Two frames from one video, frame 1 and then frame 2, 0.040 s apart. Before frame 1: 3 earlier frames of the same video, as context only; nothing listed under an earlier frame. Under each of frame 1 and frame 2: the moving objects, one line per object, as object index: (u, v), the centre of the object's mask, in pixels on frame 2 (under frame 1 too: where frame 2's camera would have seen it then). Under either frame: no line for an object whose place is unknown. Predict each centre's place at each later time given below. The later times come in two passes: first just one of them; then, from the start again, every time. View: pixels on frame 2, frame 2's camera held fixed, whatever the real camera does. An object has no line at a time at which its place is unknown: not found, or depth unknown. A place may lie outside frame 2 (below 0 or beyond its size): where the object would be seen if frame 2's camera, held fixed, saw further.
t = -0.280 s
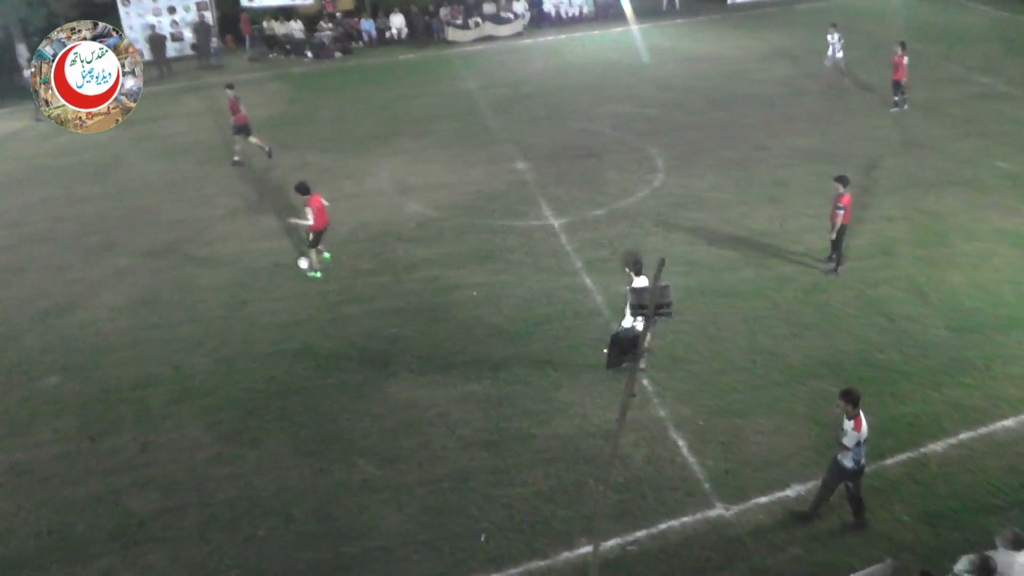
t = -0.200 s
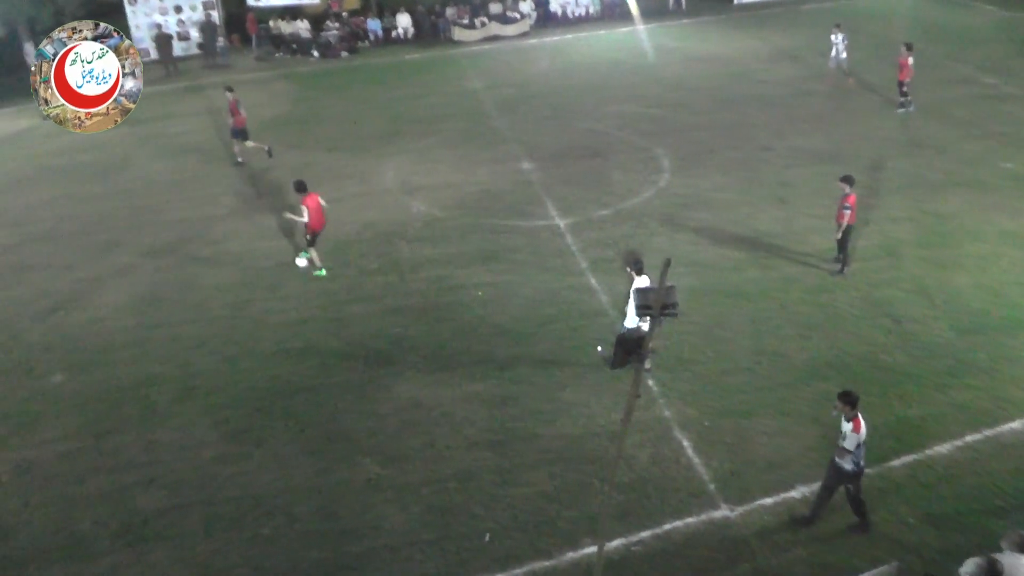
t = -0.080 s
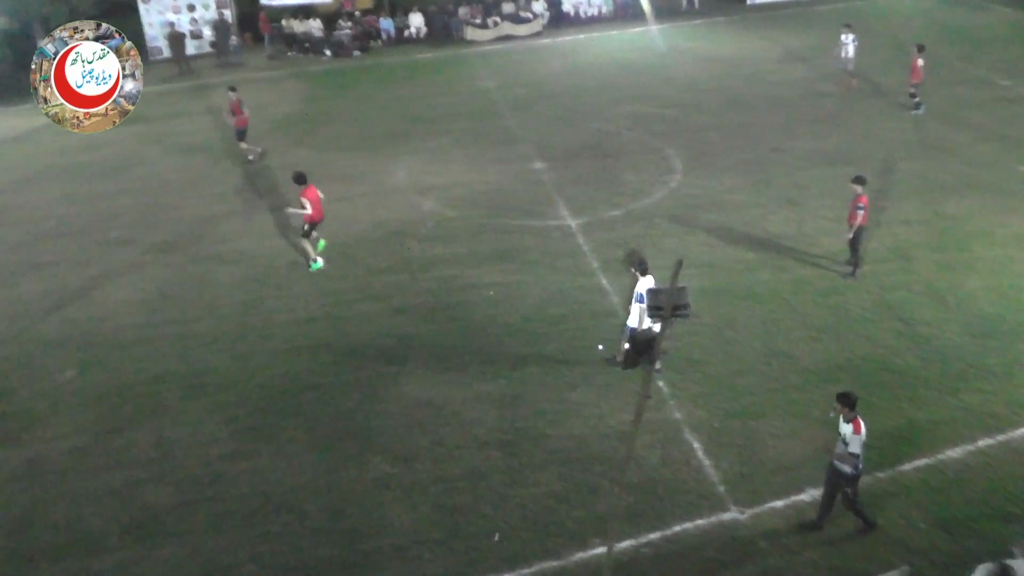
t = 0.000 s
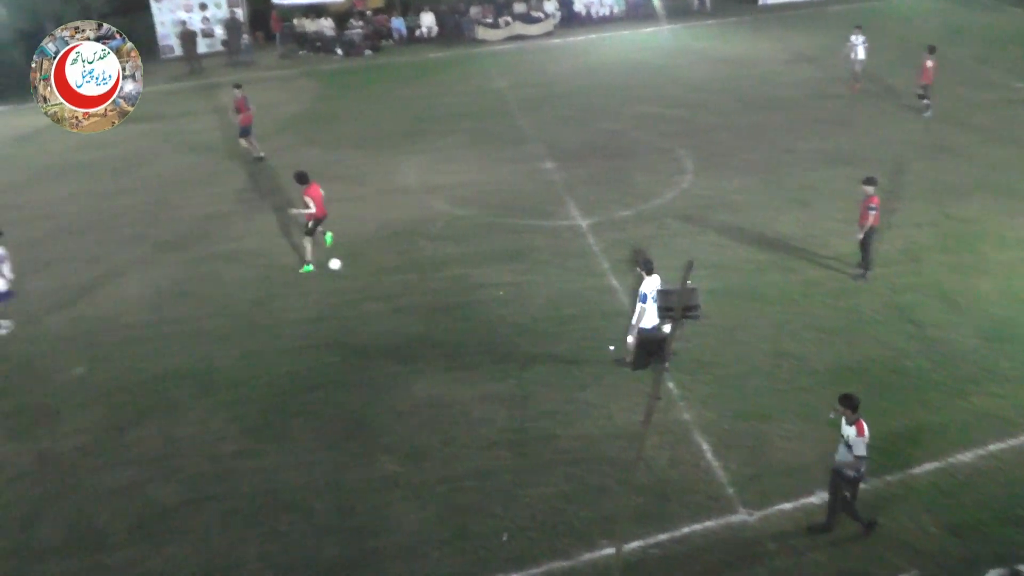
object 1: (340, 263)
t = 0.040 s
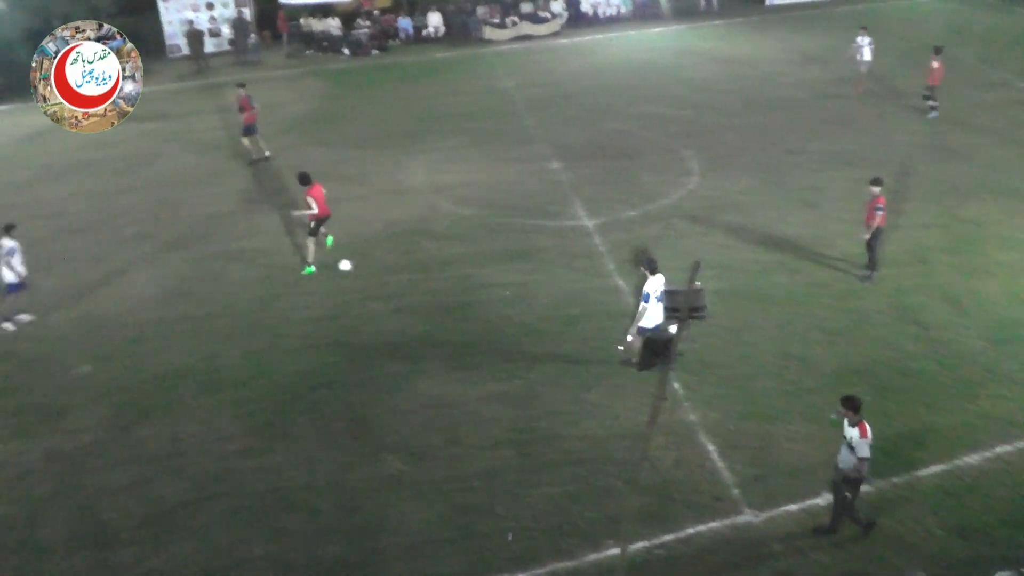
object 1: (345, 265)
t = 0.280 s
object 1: (369, 275)
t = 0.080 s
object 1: (349, 267)
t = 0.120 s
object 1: (353, 268)
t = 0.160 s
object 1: (357, 270)
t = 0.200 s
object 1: (361, 272)
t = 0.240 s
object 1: (365, 274)
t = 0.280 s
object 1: (369, 275)
